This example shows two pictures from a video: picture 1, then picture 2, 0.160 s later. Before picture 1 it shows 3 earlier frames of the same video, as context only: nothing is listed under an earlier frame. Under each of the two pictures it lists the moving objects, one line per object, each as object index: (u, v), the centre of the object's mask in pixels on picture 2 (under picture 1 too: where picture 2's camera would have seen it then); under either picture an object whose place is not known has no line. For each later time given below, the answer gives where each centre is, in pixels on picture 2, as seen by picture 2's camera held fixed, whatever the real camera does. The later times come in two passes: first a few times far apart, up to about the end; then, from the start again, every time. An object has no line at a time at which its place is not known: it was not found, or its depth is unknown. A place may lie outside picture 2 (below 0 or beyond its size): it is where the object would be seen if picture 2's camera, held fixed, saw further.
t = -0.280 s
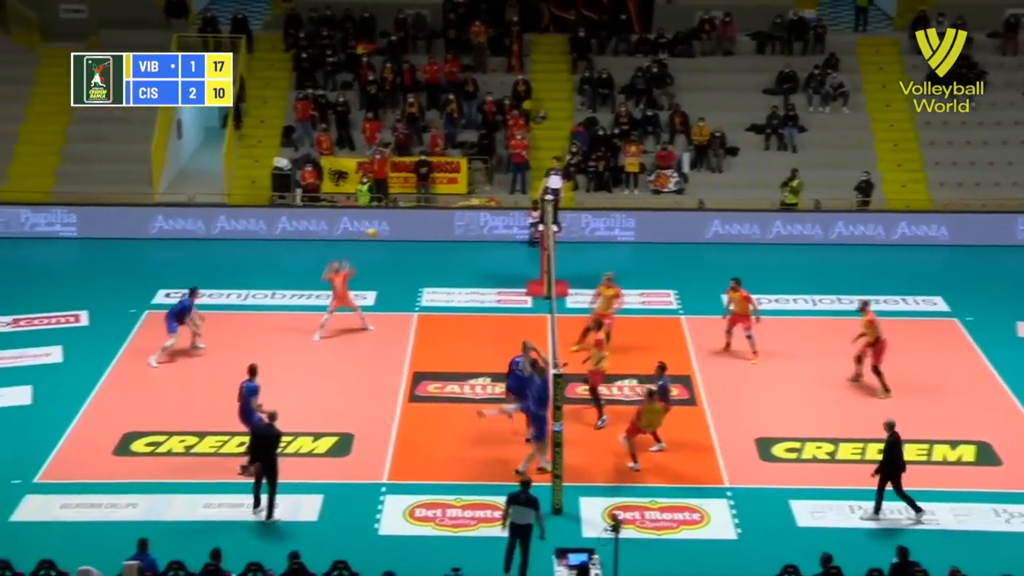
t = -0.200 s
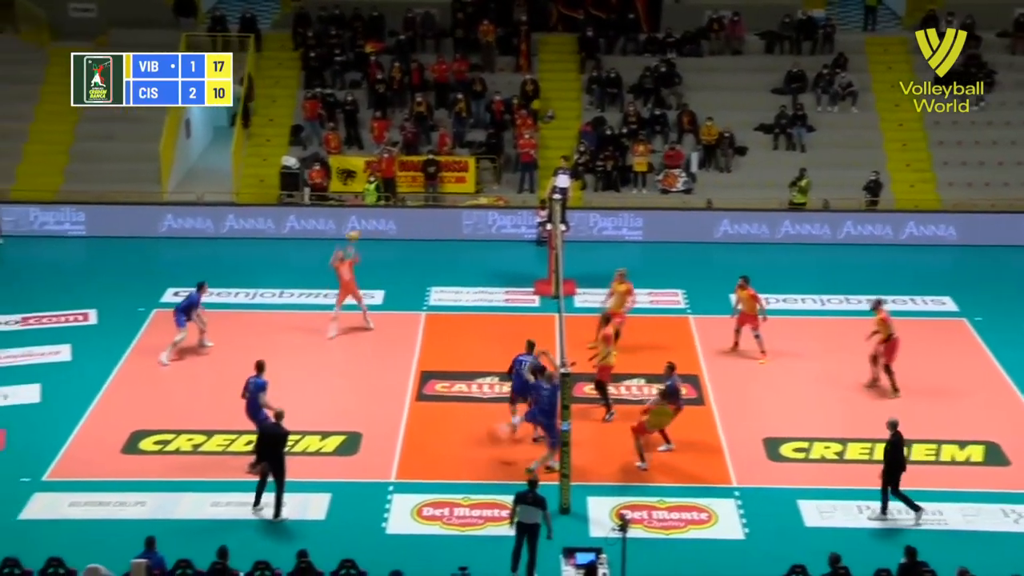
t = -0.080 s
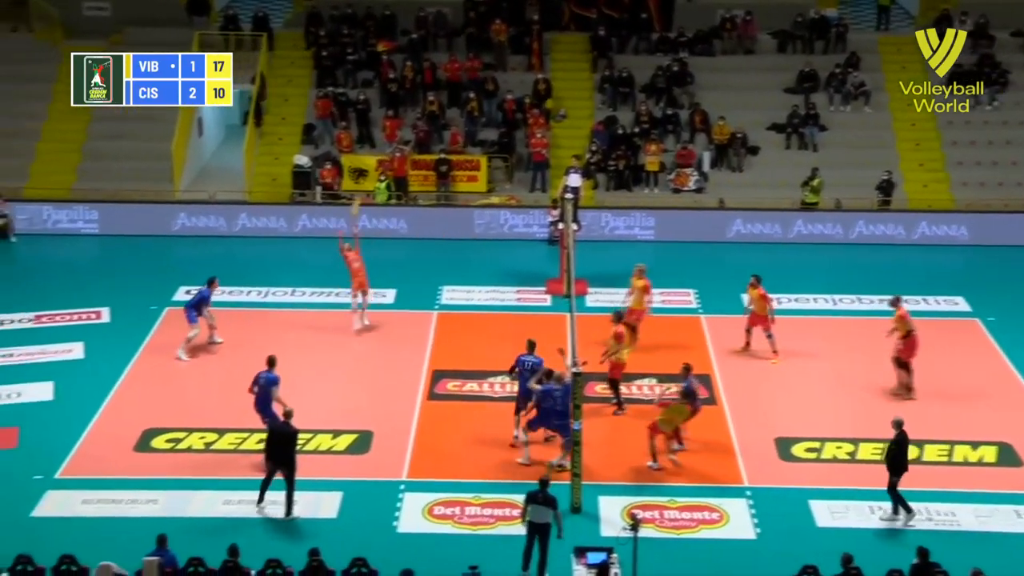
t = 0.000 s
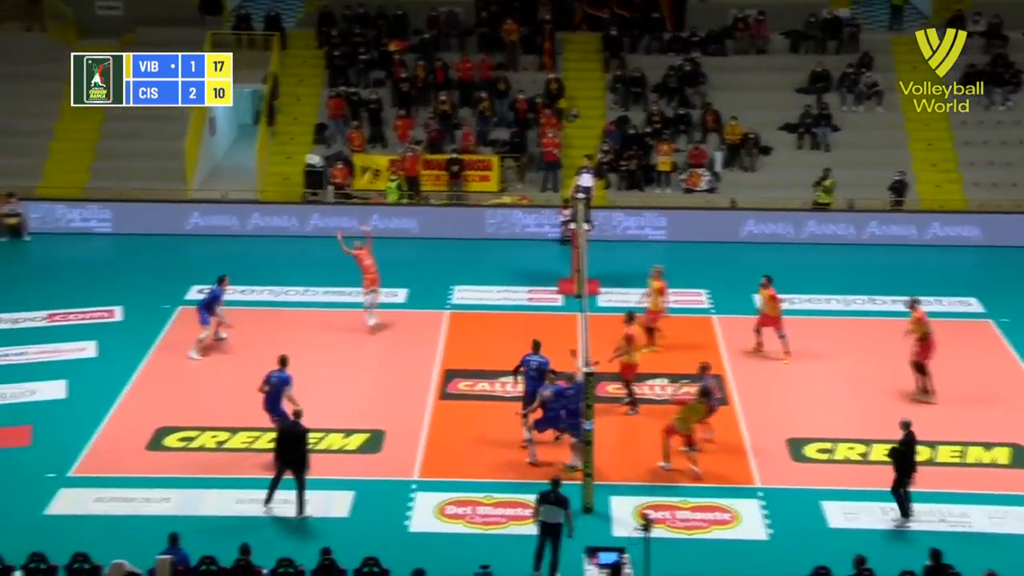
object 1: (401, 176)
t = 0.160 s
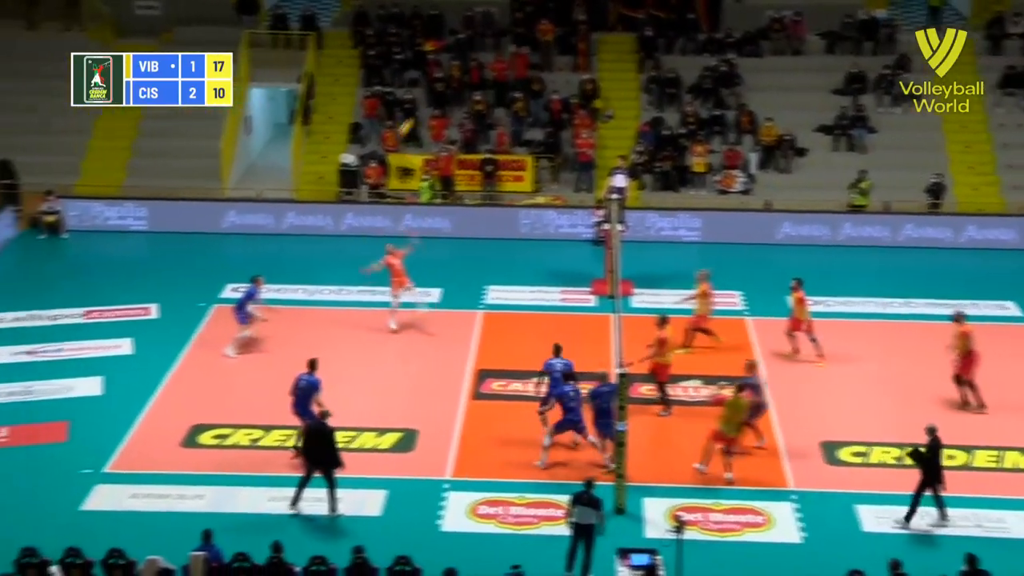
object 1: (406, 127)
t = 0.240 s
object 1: (407, 105)
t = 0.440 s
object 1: (411, 65)
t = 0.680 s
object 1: (418, 43)
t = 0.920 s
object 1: (423, 49)
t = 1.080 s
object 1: (426, 70)
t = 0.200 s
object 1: (407, 115)
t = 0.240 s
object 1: (407, 105)
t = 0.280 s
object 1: (408, 96)
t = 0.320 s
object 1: (409, 86)
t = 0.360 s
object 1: (409, 79)
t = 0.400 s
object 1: (410, 73)
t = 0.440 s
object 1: (411, 65)
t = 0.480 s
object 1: (412, 60)
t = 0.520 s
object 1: (414, 54)
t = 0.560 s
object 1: (416, 49)
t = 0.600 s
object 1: (416, 47)
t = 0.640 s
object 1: (417, 45)
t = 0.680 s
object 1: (418, 43)
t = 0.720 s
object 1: (419, 43)
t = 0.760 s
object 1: (420, 43)
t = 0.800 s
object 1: (420, 43)
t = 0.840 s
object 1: (421, 44)
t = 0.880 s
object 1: (421, 46)
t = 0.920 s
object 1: (423, 49)
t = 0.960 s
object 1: (424, 52)
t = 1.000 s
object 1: (424, 57)
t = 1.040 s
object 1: (425, 63)
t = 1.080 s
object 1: (426, 70)
